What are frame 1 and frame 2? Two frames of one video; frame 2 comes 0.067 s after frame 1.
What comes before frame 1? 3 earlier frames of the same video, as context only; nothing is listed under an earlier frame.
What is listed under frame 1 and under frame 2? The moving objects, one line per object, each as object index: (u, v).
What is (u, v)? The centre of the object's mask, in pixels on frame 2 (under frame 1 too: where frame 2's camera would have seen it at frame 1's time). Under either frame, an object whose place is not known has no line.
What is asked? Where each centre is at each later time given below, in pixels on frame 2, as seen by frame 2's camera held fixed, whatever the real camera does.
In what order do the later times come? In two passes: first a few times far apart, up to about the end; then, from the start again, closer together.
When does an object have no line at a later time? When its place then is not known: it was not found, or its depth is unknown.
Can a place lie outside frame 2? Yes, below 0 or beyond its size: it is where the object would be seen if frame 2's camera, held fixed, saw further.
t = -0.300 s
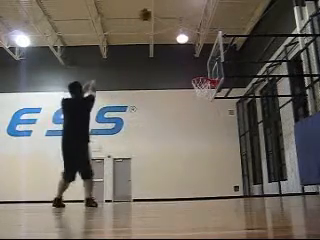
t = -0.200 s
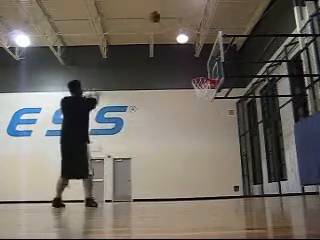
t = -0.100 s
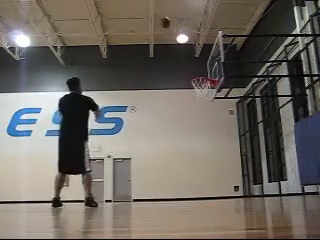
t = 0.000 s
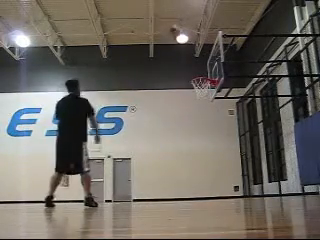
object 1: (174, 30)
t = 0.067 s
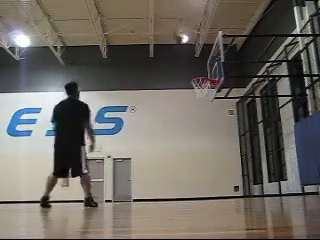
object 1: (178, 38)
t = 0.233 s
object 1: (192, 59)
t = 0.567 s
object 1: (208, 106)
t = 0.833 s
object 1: (219, 153)
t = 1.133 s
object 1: (225, 165)
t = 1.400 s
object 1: (222, 129)
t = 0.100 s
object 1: (181, 43)
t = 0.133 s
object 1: (184, 46)
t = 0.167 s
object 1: (188, 47)
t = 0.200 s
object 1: (190, 53)
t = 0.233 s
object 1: (192, 59)
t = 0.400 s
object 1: (203, 92)
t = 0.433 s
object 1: (203, 94)
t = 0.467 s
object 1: (204, 96)
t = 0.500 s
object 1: (206, 99)
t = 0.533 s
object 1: (207, 102)
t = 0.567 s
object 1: (208, 106)
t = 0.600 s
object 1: (210, 110)
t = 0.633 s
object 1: (211, 115)
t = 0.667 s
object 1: (212, 120)
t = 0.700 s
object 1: (213, 126)
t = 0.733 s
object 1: (215, 132)
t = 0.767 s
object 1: (216, 138)
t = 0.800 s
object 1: (218, 146)
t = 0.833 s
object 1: (219, 153)
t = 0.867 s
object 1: (221, 161)
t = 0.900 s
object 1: (222, 170)
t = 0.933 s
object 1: (223, 179)
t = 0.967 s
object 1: (225, 189)
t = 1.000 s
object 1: (226, 191)
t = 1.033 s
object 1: (226, 185)
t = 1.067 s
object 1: (226, 178)
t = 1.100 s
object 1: (225, 171)
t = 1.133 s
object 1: (225, 165)
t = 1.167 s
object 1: (224, 158)
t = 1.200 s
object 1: (224, 153)
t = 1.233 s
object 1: (223, 148)
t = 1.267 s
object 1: (223, 144)
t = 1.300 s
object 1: (222, 139)
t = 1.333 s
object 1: (222, 135)
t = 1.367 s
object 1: (222, 132)
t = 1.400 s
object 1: (222, 129)
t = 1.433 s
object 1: (221, 126)
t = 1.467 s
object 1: (221, 124)
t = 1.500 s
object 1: (221, 122)
